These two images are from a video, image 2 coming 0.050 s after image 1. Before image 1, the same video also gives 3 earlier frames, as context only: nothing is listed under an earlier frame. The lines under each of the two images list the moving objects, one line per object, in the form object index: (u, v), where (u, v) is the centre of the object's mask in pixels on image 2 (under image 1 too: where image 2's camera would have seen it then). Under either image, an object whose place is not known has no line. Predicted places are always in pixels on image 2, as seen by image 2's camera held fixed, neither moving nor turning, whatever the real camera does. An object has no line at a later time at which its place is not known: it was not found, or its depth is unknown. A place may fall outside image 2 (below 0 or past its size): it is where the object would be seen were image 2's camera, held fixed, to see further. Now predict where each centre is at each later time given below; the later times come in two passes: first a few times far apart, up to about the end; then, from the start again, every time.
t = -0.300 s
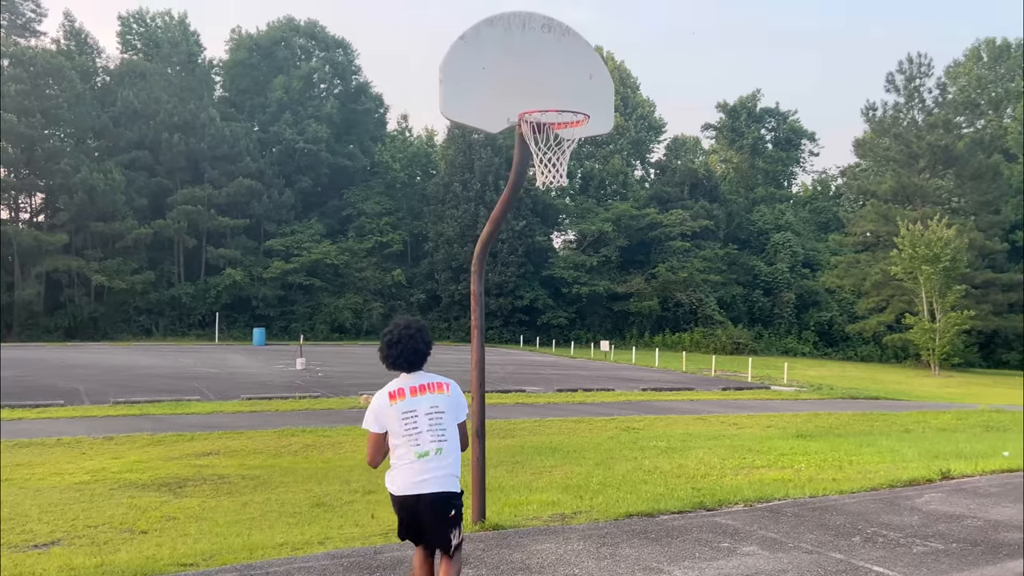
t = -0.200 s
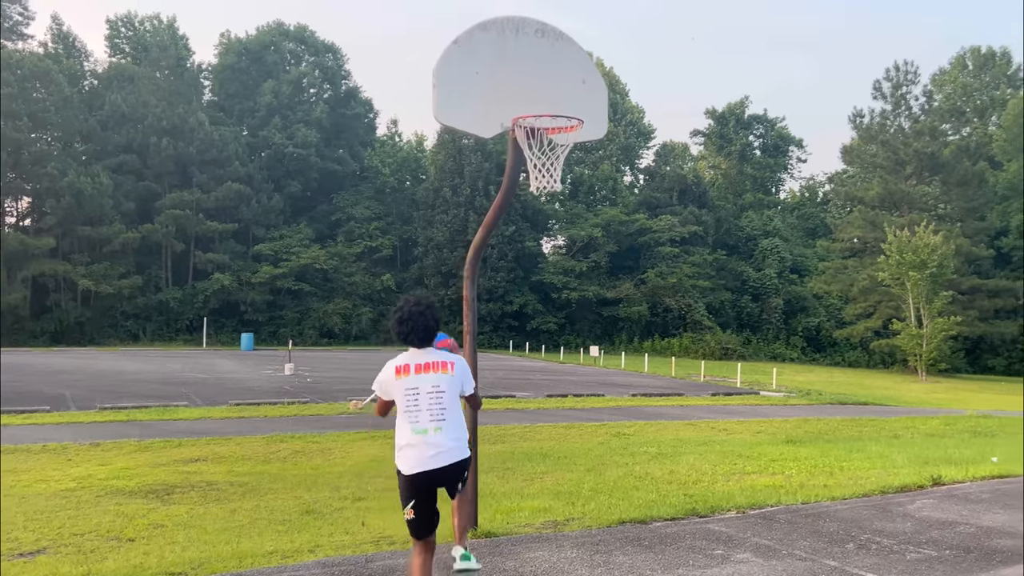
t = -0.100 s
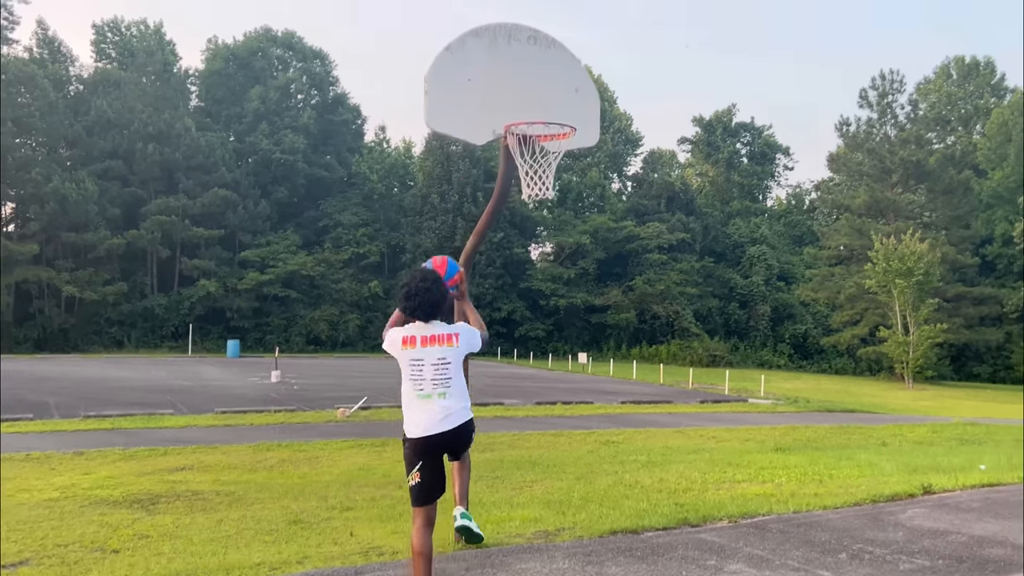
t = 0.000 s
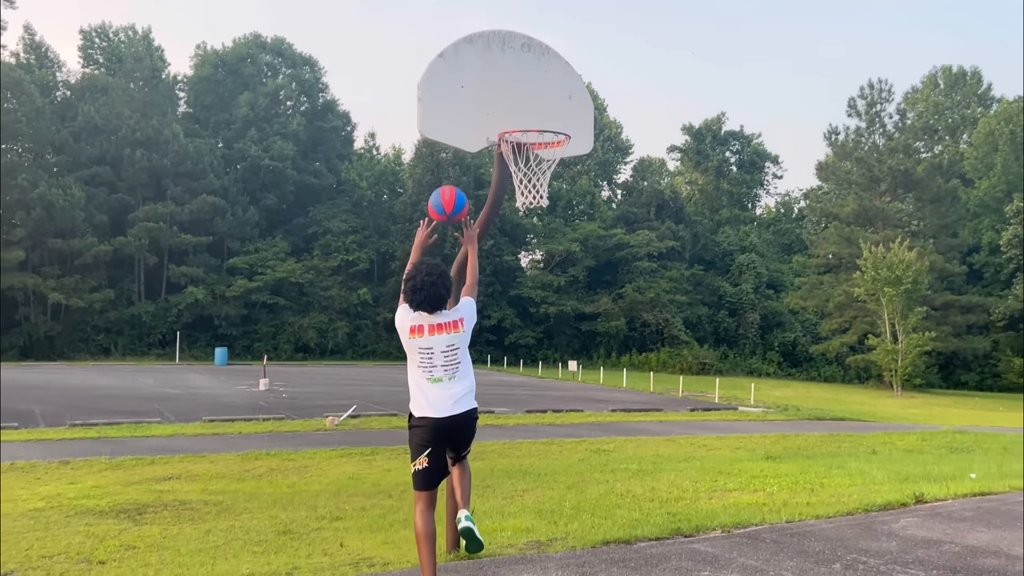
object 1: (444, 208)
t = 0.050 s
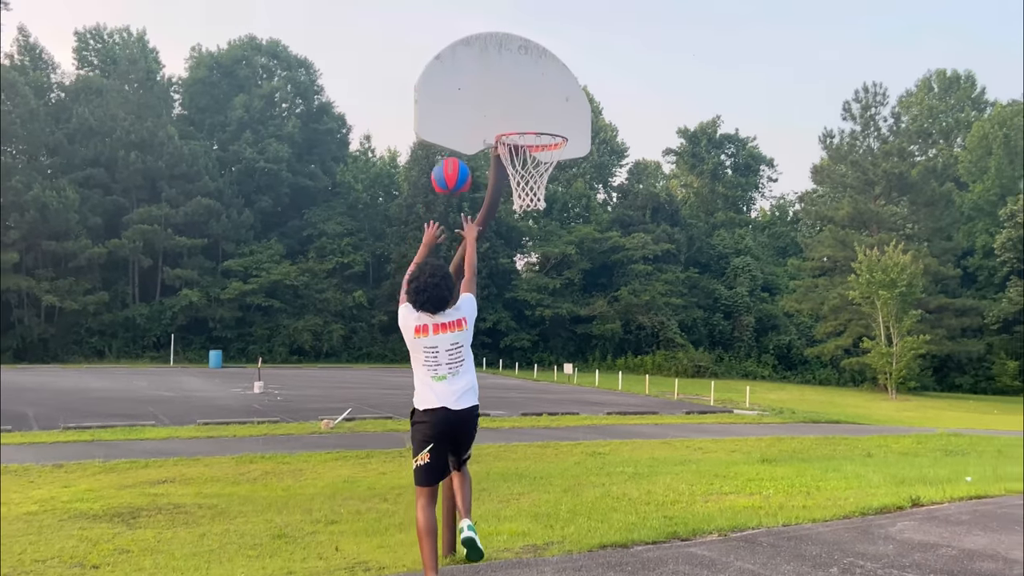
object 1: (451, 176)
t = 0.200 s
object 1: (468, 113)
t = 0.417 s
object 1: (507, 84)
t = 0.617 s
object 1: (558, 109)
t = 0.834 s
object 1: (603, 123)
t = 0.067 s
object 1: (453, 168)
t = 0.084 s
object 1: (455, 159)
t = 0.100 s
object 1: (457, 152)
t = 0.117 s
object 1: (459, 144)
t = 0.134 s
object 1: (460, 137)
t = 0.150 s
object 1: (463, 130)
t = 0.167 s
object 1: (465, 124)
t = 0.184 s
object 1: (467, 118)
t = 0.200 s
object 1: (468, 113)
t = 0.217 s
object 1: (470, 109)
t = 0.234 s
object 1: (472, 105)
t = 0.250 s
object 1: (473, 101)
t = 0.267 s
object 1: (475, 98)
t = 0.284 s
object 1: (477, 95)
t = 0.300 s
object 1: (478, 93)
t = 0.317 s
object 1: (482, 91)
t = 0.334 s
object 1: (486, 89)
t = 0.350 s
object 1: (491, 87)
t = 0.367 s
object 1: (495, 86)
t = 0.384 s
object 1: (499, 85)
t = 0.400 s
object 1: (503, 84)
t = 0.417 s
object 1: (507, 84)
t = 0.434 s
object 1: (511, 84)
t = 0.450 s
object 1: (516, 85)
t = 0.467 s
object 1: (520, 86)
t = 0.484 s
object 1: (524, 88)
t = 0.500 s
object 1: (529, 90)
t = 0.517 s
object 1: (533, 92)
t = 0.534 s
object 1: (537, 95)
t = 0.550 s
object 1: (542, 99)
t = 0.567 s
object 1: (546, 102)
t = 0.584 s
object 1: (551, 107)
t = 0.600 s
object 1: (555, 110)
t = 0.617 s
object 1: (558, 109)
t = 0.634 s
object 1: (561, 108)
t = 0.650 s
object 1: (564, 107)
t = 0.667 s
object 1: (568, 106)
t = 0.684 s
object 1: (572, 106)
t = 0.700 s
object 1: (575, 106)
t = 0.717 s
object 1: (578, 107)
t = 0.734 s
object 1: (582, 108)
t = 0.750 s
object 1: (585, 109)
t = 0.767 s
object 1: (589, 111)
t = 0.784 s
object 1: (592, 114)
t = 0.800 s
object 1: (596, 116)
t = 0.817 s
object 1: (600, 120)
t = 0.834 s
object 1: (603, 123)
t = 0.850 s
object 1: (607, 127)
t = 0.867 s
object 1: (611, 131)
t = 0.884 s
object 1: (615, 137)
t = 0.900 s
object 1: (619, 142)
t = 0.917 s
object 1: (623, 149)
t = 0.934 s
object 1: (627, 155)
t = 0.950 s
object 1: (632, 161)
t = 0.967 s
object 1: (635, 170)
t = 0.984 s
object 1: (640, 178)
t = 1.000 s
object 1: (644, 185)
